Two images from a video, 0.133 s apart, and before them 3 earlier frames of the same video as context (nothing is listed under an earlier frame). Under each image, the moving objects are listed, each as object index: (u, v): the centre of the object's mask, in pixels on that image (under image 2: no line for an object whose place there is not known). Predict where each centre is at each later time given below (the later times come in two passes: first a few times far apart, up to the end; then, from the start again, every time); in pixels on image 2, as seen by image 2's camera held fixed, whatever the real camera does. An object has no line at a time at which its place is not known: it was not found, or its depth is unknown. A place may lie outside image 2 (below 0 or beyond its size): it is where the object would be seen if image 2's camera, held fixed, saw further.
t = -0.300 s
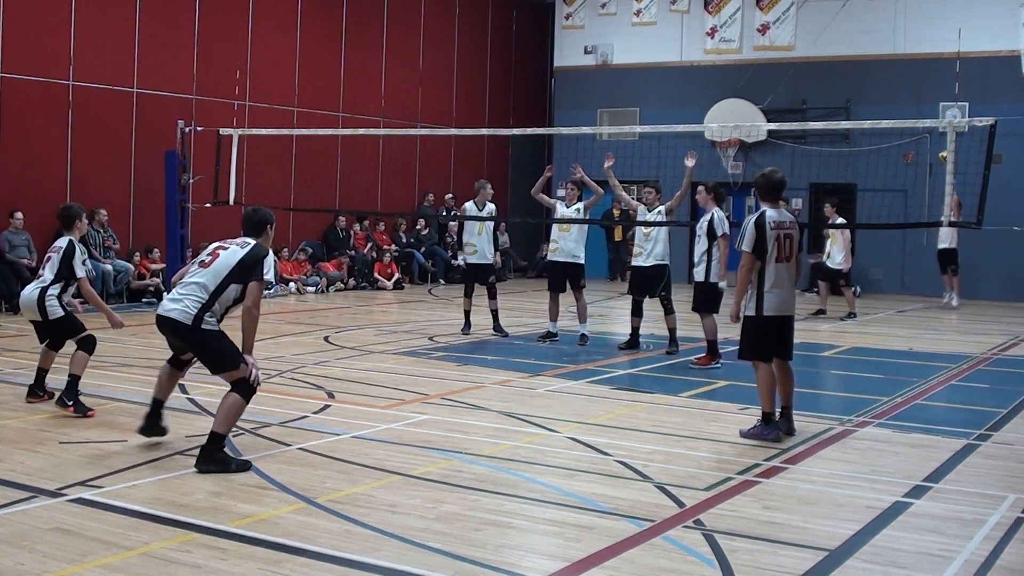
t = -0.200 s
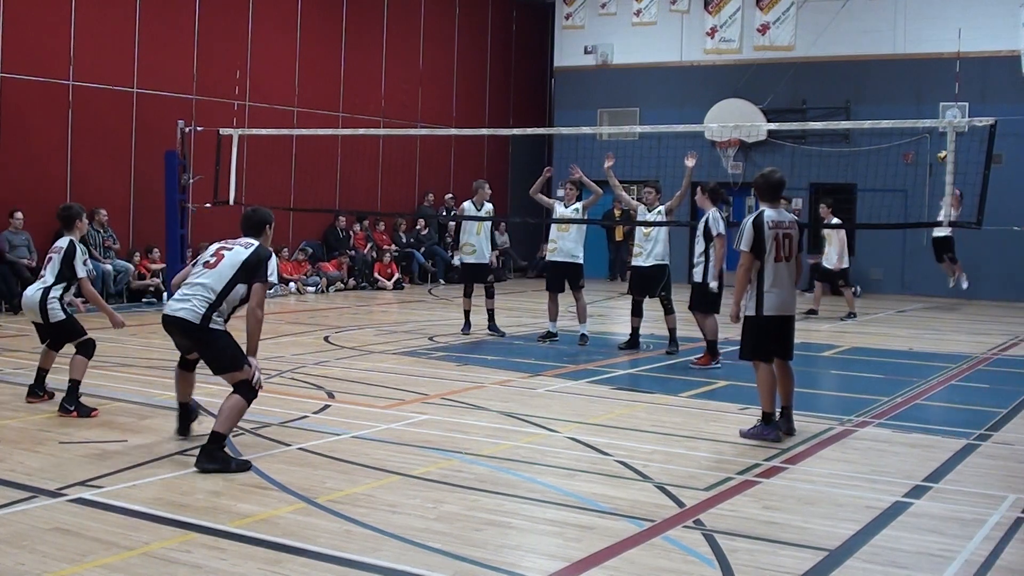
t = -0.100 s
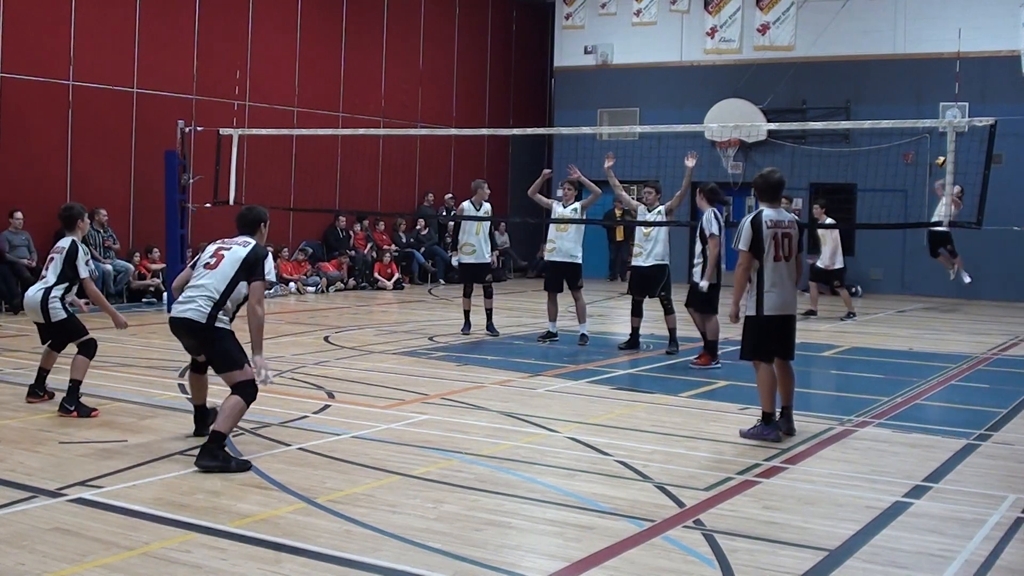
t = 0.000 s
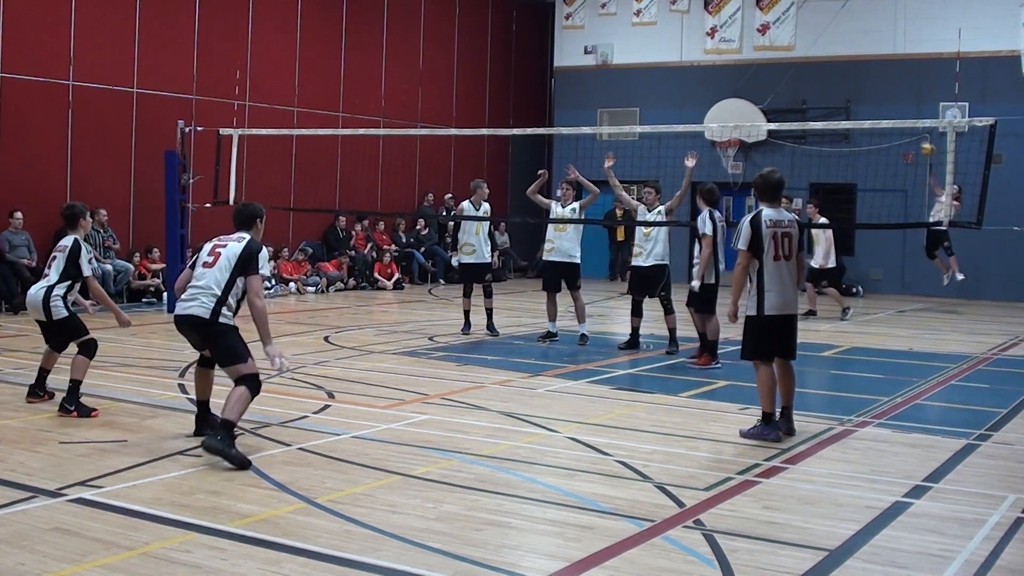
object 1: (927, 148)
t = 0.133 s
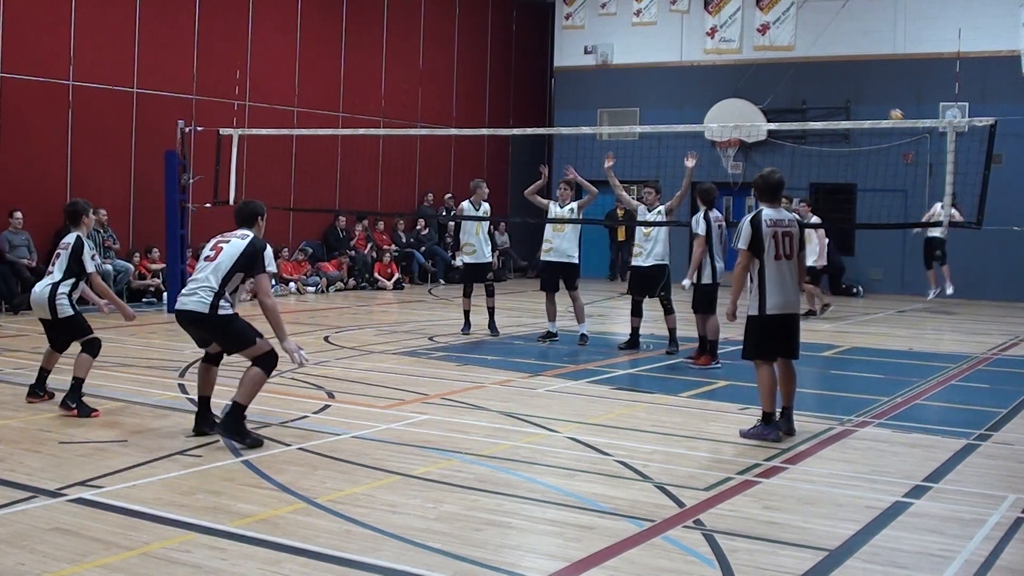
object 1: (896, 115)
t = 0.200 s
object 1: (878, 101)
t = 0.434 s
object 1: (791, 64)
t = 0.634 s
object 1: (682, 62)
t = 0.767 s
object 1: (583, 84)
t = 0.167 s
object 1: (887, 108)
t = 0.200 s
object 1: (878, 101)
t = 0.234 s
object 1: (868, 93)
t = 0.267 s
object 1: (857, 87)
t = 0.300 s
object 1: (845, 82)
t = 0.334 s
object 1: (832, 77)
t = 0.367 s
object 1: (820, 71)
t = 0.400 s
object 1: (806, 67)
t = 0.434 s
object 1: (791, 64)
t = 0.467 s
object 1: (774, 61)
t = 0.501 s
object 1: (759, 58)
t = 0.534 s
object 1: (741, 58)
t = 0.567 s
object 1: (723, 58)
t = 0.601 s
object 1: (704, 60)
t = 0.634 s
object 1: (682, 62)
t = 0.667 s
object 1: (659, 65)
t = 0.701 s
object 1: (637, 70)
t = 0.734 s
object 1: (612, 76)
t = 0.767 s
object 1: (583, 84)
